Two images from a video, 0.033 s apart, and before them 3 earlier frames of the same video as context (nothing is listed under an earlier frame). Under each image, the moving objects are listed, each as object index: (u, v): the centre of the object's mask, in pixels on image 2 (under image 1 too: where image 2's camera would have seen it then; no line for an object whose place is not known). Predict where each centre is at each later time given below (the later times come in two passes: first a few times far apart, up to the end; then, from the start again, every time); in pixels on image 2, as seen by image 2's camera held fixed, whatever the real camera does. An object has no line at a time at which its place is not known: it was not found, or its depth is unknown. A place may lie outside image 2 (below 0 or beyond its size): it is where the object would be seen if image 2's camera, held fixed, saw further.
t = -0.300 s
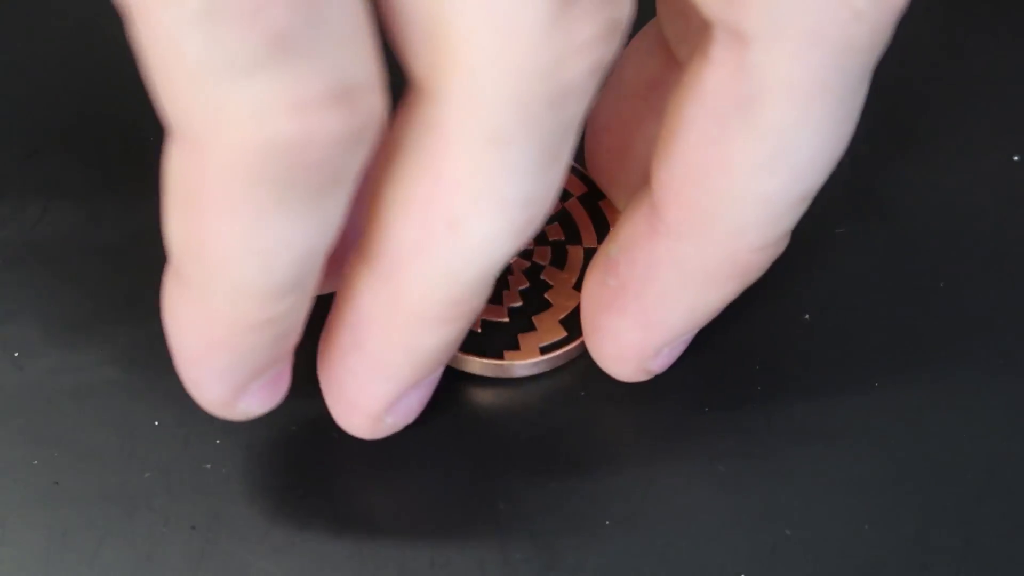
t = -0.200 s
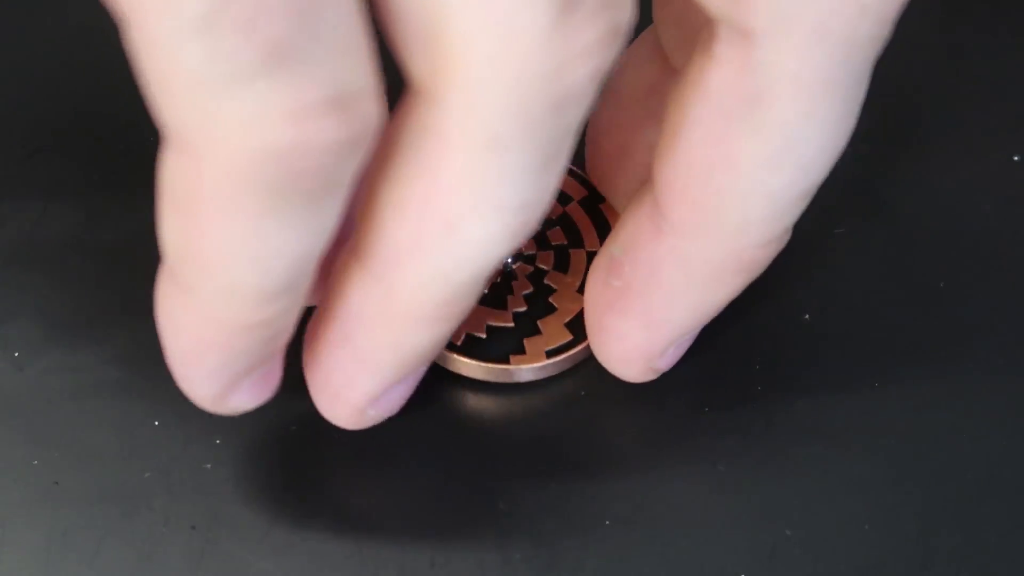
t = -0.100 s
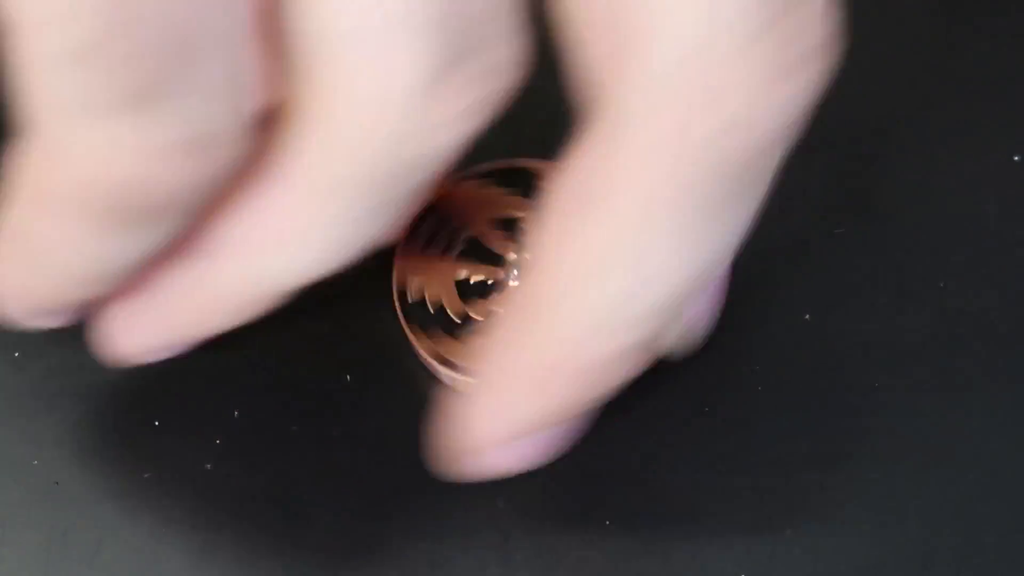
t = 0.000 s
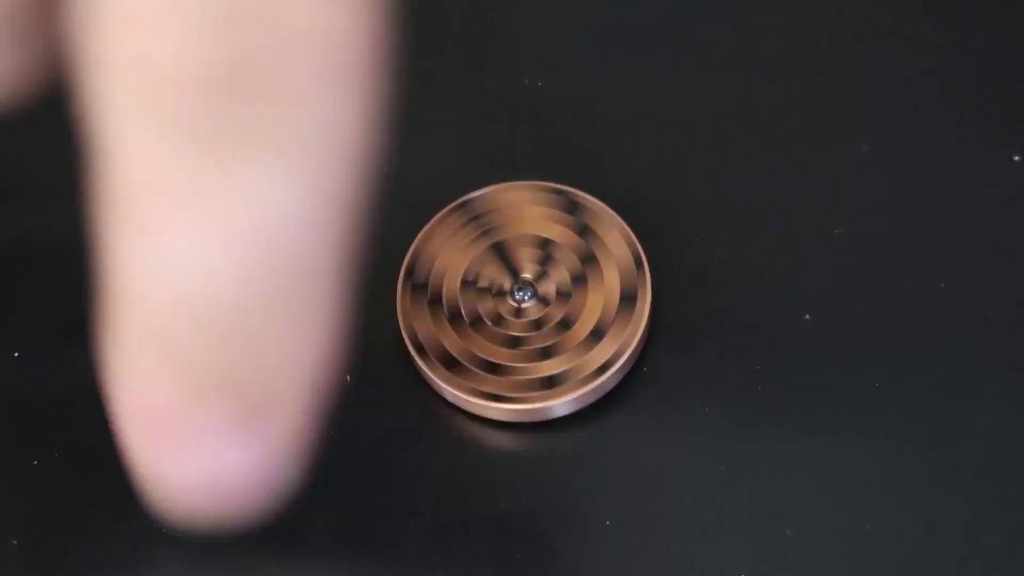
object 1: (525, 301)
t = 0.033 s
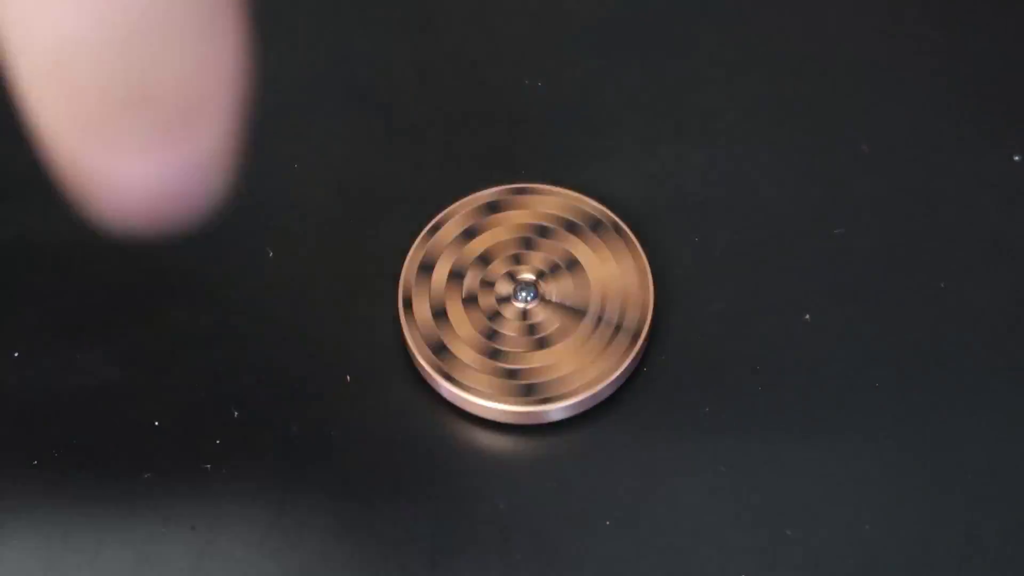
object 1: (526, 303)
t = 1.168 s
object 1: (499, 310)
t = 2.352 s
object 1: (525, 300)
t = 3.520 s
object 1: (508, 309)
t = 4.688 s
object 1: (533, 301)
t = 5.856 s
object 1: (521, 304)
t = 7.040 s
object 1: (532, 304)
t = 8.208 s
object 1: (526, 302)
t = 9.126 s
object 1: (534, 302)
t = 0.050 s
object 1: (525, 304)
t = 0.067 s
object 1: (524, 303)
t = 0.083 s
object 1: (526, 304)
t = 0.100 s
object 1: (526, 306)
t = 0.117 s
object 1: (525, 306)
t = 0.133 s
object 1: (525, 306)
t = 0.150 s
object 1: (525, 307)
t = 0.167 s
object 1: (525, 307)
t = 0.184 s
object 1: (525, 307)
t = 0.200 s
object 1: (526, 309)
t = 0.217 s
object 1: (525, 310)
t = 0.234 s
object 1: (524, 309)
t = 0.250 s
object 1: (525, 310)
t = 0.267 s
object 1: (525, 311)
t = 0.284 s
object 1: (524, 311)
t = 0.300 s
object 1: (524, 312)
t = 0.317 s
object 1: (524, 312)
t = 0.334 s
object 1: (523, 312)
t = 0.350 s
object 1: (523, 313)
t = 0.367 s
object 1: (523, 313)
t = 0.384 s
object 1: (523, 314)
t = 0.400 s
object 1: (521, 314)
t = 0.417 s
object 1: (521, 314)
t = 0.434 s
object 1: (521, 315)
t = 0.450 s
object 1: (520, 315)
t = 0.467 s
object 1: (520, 316)
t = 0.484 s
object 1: (520, 316)
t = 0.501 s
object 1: (518, 317)
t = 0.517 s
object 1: (518, 317)
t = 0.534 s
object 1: (518, 317)
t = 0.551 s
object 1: (518, 318)
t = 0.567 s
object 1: (517, 318)
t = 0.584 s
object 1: (516, 318)
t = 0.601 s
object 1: (515, 318)
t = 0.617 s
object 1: (515, 318)
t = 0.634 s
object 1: (515, 318)
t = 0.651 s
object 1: (515, 318)
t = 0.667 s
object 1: (513, 319)
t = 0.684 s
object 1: (512, 318)
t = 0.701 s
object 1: (512, 318)
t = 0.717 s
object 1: (512, 318)
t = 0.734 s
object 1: (511, 318)
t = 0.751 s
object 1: (511, 318)
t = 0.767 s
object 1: (510, 318)
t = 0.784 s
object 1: (509, 318)
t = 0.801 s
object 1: (509, 317)
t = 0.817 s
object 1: (509, 317)
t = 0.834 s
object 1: (508, 318)
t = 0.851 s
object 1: (507, 317)
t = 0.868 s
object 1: (506, 317)
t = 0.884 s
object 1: (505, 316)
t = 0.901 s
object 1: (505, 316)
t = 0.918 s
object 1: (505, 316)
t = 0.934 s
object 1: (505, 316)
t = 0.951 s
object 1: (503, 316)
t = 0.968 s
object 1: (503, 315)
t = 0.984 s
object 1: (503, 314)
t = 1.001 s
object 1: (503, 314)
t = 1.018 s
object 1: (502, 314)
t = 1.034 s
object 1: (502, 313)
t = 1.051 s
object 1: (501, 313)
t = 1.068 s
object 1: (501, 313)
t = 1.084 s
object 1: (501, 312)
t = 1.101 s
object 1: (501, 312)
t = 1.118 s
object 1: (500, 312)
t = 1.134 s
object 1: (499, 311)
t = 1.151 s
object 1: (499, 310)
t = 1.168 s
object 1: (499, 310)
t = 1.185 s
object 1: (499, 309)
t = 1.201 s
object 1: (499, 309)
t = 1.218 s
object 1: (499, 308)
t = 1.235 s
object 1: (499, 308)
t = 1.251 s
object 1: (498, 307)
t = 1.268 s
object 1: (499, 307)
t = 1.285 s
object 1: (499, 306)
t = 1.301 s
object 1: (499, 306)
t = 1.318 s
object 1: (499, 305)
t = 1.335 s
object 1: (499, 305)
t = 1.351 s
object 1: (499, 304)
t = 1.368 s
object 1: (500, 303)
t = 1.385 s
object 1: (500, 303)
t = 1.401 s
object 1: (500, 303)
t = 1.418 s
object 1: (499, 302)
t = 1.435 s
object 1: (500, 301)
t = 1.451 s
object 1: (501, 301)
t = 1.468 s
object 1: (501, 300)
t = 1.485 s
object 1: (501, 300)
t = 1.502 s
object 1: (501, 299)
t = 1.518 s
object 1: (501, 299)
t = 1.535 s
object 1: (502, 298)
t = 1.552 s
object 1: (503, 298)
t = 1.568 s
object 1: (503, 298)
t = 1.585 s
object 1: (503, 297)
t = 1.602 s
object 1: (503, 297)
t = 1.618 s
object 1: (504, 296)
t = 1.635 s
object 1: (505, 296)
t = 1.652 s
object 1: (506, 296)
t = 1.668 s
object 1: (506, 296)
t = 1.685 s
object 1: (506, 295)
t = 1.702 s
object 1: (506, 295)
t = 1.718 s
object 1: (507, 294)
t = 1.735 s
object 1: (508, 294)
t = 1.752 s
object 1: (509, 294)
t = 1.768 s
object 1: (509, 294)
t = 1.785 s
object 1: (509, 294)
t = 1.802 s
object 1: (510, 293)
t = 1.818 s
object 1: (511, 293)
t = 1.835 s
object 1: (512, 293)
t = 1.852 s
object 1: (512, 294)
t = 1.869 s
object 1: (512, 293)
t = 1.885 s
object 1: (512, 293)
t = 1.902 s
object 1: (513, 293)
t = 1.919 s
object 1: (514, 293)
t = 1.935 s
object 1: (515, 293)
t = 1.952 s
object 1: (515, 294)
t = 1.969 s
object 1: (515, 293)
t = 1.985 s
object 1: (516, 293)
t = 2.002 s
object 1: (517, 293)
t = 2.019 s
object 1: (518, 294)
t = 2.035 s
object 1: (518, 294)
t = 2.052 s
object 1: (518, 294)
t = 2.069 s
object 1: (518, 294)
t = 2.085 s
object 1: (519, 294)
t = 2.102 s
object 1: (520, 295)
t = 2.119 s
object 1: (521, 295)
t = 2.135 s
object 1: (520, 295)
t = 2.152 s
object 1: (521, 295)
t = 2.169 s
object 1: (522, 296)
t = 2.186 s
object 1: (523, 296)
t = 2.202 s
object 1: (523, 297)
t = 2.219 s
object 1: (523, 297)
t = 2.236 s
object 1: (523, 298)
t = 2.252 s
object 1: (523, 298)
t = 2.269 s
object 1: (524, 298)
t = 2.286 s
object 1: (525, 298)
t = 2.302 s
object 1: (525, 299)
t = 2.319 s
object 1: (525, 300)
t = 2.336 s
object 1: (525, 300)
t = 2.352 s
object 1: (525, 300)
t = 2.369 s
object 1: (526, 301)
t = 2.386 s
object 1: (526, 301)
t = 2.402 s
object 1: (526, 302)
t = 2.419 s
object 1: (526, 303)
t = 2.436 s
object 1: (526, 303)
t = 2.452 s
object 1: (527, 303)
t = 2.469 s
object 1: (527, 304)
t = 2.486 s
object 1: (527, 305)
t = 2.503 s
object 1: (527, 305)
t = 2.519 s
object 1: (526, 306)
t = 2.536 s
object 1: (527, 306)
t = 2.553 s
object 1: (527, 307)
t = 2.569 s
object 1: (527, 308)
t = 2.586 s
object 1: (527, 308)
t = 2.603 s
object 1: (526, 309)
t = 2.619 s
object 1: (526, 309)
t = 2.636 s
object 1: (527, 309)
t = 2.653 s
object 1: (527, 309)
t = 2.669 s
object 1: (526, 310)
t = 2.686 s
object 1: (526, 310)
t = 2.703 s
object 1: (525, 311)
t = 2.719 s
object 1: (525, 311)
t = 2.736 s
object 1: (526, 311)
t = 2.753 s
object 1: (525, 312)
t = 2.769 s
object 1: (525, 312)
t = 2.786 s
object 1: (524, 313)
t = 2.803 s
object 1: (524, 313)
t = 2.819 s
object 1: (524, 313)
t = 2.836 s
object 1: (524, 313)
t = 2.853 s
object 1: (523, 314)
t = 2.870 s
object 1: (522, 314)
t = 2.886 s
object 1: (522, 314)
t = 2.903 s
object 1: (521, 314)
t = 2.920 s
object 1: (521, 314)
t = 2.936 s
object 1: (521, 315)
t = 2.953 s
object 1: (520, 315)
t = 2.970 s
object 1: (519, 315)
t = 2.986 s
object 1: (519, 315)
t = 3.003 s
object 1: (519, 315)
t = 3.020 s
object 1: (519, 315)
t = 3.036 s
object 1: (518, 315)
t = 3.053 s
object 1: (518, 315)
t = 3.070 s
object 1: (517, 315)
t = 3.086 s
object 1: (517, 315)
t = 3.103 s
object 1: (517, 315)
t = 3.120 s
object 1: (517, 315)
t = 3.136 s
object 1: (516, 315)
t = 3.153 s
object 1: (515, 315)
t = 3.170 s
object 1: (514, 315)
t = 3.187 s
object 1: (514, 314)
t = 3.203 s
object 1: (514, 314)
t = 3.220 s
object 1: (514, 314)
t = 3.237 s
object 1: (513, 314)
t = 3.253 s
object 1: (512, 314)
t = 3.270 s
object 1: (512, 314)
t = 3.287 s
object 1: (512, 313)
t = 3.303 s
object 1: (512, 313)
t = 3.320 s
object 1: (511, 313)
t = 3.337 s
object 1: (510, 313)
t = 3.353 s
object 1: (510, 312)
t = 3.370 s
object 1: (510, 312)
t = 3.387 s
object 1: (510, 312)
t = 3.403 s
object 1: (510, 312)
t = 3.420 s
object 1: (510, 312)
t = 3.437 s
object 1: (509, 311)
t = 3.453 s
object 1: (509, 310)
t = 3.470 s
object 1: (509, 310)
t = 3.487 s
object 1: (509, 310)
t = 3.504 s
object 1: (509, 310)
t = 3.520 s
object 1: (508, 309)
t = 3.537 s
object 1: (508, 309)
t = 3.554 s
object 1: (508, 308)
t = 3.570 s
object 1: (509, 308)
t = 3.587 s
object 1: (509, 308)
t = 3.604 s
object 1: (509, 308)
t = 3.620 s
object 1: (508, 307)
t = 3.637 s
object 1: (508, 306)
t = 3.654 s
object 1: (509, 306)
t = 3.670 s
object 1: (509, 306)
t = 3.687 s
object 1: (509, 305)
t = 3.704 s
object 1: (509, 305)
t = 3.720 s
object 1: (508, 305)
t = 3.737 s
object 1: (509, 304)
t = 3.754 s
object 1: (510, 303)
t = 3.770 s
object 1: (510, 303)
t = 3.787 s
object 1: (510, 303)
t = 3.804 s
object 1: (510, 302)
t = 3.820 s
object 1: (510, 302)
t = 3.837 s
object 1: (511, 301)
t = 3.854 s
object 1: (511, 301)
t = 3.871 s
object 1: (512, 301)
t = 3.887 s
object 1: (512, 301)
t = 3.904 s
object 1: (512, 300)
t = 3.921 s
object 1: (512, 299)
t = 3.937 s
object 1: (513, 299)
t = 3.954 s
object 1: (514, 299)
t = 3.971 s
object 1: (514, 299)
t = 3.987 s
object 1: (514, 299)
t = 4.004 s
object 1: (514, 298)
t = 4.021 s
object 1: (515, 298)
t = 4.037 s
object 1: (516, 298)
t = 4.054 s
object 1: (517, 298)
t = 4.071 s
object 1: (517, 298)
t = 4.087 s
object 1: (516, 297)
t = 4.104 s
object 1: (517, 297)
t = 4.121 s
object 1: (518, 297)
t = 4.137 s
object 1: (519, 297)
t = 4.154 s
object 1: (519, 297)
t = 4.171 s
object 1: (519, 297)
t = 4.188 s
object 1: (520, 297)
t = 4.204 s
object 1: (520, 296)
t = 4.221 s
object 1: (522, 296)
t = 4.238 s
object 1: (522, 297)
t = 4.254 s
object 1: (522, 297)
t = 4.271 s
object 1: (523, 297)
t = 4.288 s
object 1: (523, 297)
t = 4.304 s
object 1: (524, 296)
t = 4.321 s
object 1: (525, 297)
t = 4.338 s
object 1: (525, 297)
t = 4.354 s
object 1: (525, 297)
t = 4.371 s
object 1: (525, 297)
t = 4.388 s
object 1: (526, 297)
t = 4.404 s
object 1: (527, 297)
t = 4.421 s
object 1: (528, 298)
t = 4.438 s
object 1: (528, 298)
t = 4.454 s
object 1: (528, 298)
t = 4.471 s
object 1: (529, 298)
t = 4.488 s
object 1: (530, 298)
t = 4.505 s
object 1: (530, 299)
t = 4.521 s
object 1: (531, 299)
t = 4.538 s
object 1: (530, 300)
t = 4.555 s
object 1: (530, 300)
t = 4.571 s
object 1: (531, 299)
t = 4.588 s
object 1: (531, 300)
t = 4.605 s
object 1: (532, 300)
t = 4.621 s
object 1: (532, 301)
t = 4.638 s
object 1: (532, 301)
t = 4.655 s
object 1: (532, 301)
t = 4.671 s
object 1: (532, 301)
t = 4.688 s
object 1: (533, 301)
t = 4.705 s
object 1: (533, 302)
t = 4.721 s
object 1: (533, 302)
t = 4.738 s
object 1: (532, 302)
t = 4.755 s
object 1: (533, 302)
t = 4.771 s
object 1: (533, 302)
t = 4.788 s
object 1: (533, 303)
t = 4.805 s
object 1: (533, 304)
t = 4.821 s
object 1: (533, 304)
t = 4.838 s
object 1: (533, 304)
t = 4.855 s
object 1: (533, 304)
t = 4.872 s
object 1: (533, 305)
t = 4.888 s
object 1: (533, 305)
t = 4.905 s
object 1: (533, 306)
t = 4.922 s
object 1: (533, 306)
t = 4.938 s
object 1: (533, 306)
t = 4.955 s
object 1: (533, 306)
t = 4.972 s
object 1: (533, 307)
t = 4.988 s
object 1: (533, 307)
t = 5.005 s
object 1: (532, 308)
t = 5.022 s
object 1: (532, 308)
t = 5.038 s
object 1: (531, 308)
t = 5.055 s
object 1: (532, 308)
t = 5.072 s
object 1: (532, 309)
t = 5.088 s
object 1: (531, 309)
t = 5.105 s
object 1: (531, 309)
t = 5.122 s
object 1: (530, 309)
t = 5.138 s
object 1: (530, 309)
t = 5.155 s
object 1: (531, 310)
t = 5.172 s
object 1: (531, 310)
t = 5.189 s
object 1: (530, 310)
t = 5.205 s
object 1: (529, 310)
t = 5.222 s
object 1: (529, 310)
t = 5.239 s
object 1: (529, 310)
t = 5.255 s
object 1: (530, 310)
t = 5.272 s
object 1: (529, 311)
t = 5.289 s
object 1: (529, 310)
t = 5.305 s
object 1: (528, 310)
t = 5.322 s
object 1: (528, 310)
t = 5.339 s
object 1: (528, 310)
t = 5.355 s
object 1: (528, 310)
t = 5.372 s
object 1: (528, 310)
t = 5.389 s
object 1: (527, 310)
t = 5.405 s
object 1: (526, 310)
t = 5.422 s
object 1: (527, 310)
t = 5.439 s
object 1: (527, 310)
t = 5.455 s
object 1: (527, 310)
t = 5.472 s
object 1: (526, 310)
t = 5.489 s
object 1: (525, 310)
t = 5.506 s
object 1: (525, 309)
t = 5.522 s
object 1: (525, 309)
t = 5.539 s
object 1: (525, 309)
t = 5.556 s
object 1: (525, 309)
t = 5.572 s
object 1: (524, 309)
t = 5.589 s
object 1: (523, 308)
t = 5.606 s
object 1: (523, 308)
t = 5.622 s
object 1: (524, 308)
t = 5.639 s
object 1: (523, 308)
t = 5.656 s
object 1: (523, 308)
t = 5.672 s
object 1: (522, 307)
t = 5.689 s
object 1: (522, 307)
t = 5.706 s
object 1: (522, 306)
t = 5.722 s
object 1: (523, 306)
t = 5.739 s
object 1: (522, 306)
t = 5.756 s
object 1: (521, 306)
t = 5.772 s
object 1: (521, 305)
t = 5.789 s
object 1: (521, 305)
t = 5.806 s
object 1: (522, 305)
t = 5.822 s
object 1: (521, 304)
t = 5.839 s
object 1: (521, 304)
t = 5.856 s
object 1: (521, 304)
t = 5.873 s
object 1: (521, 303)
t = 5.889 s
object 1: (521, 302)
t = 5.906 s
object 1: (521, 302)
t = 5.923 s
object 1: (522, 302)
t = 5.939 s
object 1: (521, 302)
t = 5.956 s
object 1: (521, 302)
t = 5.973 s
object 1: (521, 301)
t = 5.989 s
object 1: (521, 300)
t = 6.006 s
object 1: (522, 300)
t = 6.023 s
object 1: (522, 300)
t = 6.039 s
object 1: (521, 300)
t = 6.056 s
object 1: (521, 299)
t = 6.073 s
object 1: (522, 299)
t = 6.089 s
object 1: (523, 299)
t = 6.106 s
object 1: (523, 299)
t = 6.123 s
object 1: (523, 299)
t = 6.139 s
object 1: (523, 299)
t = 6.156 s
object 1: (523, 298)
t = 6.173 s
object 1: (523, 298)
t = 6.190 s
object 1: (523, 298)
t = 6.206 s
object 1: (523, 299)
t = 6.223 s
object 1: (523, 298)
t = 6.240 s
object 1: (523, 298)
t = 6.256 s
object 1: (523, 298)
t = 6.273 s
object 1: (524, 298)
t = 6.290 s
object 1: (525, 298)
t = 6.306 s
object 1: (525, 298)
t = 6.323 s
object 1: (525, 298)
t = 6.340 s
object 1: (525, 297)
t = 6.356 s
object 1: (525, 297)
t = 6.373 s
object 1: (526, 297)
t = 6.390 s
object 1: (527, 298)
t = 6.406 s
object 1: (526, 298)
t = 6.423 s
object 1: (526, 297)
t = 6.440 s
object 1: (527, 297)
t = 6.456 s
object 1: (527, 297)
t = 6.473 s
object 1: (528, 297)
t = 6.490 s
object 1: (528, 298)
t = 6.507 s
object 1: (528, 298)
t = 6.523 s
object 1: (528, 298)
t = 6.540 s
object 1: (528, 297)
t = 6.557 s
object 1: (528, 297)
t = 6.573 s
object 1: (529, 298)
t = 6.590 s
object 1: (529, 298)
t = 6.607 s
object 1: (529, 298)
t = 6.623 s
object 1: (529, 298)
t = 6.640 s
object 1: (529, 298)
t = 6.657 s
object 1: (530, 298)
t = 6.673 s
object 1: (530, 298)
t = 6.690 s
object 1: (530, 299)
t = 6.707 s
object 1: (530, 299)
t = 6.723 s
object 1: (530, 299)
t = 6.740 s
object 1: (531, 299)
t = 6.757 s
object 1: (531, 299)
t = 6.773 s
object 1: (531, 299)
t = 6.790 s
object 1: (531, 300)
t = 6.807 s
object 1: (531, 300)
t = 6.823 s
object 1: (531, 300)
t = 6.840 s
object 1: (532, 300)
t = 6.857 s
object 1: (532, 301)
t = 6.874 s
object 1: (532, 301)
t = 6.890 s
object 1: (531, 301)
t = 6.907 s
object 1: (531, 301)
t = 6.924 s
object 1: (532, 301)
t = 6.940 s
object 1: (532, 302)
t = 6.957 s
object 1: (532, 302)
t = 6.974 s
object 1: (532, 303)
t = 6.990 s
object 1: (531, 303)
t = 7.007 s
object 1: (531, 303)
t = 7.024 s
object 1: (532, 303)
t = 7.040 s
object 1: (532, 304)
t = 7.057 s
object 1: (532, 304)
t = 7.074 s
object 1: (532, 304)
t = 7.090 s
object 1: (532, 304)
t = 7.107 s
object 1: (532, 304)
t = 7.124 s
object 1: (532, 304)
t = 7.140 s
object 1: (532, 304)
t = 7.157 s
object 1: (532, 305)
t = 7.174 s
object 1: (531, 305)
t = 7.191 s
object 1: (531, 305)
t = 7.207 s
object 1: (531, 305)
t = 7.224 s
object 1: (531, 305)
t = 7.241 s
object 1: (531, 306)
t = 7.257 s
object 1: (531, 306)
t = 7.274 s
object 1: (530, 306)
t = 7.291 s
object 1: (529, 306)
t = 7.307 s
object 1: (530, 306)
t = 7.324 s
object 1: (530, 307)
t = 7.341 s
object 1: (529, 307)
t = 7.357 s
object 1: (528, 307)
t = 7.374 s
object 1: (528, 307)
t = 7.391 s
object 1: (528, 307)
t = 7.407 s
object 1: (528, 307)
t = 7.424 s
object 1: (528, 307)
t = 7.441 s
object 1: (528, 307)
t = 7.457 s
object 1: (527, 308)
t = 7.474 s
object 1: (527, 307)
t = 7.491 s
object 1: (527, 307)
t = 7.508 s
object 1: (528, 307)
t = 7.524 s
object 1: (528, 308)
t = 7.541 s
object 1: (527, 308)
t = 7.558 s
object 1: (527, 307)
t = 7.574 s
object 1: (527, 307)
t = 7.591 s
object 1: (527, 307)
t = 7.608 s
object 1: (527, 307)
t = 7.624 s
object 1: (527, 307)
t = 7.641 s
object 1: (526, 307)
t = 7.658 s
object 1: (526, 307)
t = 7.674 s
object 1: (526, 306)
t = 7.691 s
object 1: (526, 306)
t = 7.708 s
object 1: (526, 306)
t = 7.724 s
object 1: (526, 306)
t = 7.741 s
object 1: (525, 306)
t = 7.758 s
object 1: (525, 306)
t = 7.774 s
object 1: (525, 305)
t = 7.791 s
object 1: (525, 305)
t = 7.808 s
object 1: (526, 306)
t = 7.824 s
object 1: (525, 306)
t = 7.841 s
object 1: (524, 306)
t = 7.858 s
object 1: (524, 305)
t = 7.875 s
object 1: (525, 305)
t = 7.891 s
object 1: (525, 306)
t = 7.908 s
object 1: (525, 306)
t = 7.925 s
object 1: (525, 306)
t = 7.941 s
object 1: (524, 305)
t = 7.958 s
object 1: (524, 305)
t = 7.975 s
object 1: (525, 304)
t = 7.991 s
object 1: (525, 304)
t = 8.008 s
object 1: (525, 304)
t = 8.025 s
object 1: (525, 304)
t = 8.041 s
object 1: (524, 303)
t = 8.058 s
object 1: (524, 303)
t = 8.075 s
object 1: (525, 303)
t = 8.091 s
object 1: (525, 303)
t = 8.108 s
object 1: (525, 303)
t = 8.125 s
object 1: (524, 303)
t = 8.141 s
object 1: (524, 302)
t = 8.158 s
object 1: (525, 302)
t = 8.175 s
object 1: (526, 302)
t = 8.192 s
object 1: (526, 302)
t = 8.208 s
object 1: (526, 302)
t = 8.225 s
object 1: (526, 302)
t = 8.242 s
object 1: (526, 301)
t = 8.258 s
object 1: (526, 300)
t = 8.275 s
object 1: (527, 301)
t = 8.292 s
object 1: (527, 301)
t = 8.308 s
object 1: (526, 301)
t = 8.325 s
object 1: (526, 300)
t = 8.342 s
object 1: (527, 300)
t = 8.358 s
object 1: (527, 300)
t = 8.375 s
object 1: (528, 300)
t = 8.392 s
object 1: (528, 300)
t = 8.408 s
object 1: (528, 300)
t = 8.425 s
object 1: (528, 300)
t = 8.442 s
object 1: (528, 300)
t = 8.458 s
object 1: (529, 300)
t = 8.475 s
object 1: (529, 300)
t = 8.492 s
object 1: (529, 300)
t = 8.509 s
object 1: (529, 300)
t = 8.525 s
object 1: (529, 300)
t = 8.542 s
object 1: (530, 299)
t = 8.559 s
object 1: (530, 300)
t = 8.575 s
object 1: (530, 300)
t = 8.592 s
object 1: (530, 300)
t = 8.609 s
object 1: (530, 300)
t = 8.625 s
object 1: (530, 300)
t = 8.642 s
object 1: (531, 300)
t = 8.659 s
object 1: (531, 300)
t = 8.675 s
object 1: (531, 300)
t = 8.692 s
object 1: (531, 300)
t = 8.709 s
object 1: (531, 300)
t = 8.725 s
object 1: (531, 300)
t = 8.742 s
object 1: (532, 300)
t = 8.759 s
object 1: (532, 300)
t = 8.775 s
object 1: (532, 301)
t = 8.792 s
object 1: (532, 301)
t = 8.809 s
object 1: (532, 300)
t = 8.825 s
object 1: (532, 300)
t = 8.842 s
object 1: (533, 301)
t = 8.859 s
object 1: (533, 301)
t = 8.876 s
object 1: (533, 301)
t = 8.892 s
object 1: (532, 302)
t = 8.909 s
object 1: (532, 301)
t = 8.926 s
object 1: (533, 301)
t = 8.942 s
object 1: (533, 302)
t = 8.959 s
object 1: (533, 302)
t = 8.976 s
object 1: (533, 302)
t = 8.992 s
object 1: (533, 302)
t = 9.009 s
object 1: (533, 302)
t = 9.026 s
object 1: (533, 302)
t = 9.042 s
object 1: (534, 302)
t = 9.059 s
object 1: (534, 302)
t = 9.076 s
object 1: (533, 302)
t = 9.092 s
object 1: (533, 302)
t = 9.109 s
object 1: (533, 302)
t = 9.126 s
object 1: (534, 302)
